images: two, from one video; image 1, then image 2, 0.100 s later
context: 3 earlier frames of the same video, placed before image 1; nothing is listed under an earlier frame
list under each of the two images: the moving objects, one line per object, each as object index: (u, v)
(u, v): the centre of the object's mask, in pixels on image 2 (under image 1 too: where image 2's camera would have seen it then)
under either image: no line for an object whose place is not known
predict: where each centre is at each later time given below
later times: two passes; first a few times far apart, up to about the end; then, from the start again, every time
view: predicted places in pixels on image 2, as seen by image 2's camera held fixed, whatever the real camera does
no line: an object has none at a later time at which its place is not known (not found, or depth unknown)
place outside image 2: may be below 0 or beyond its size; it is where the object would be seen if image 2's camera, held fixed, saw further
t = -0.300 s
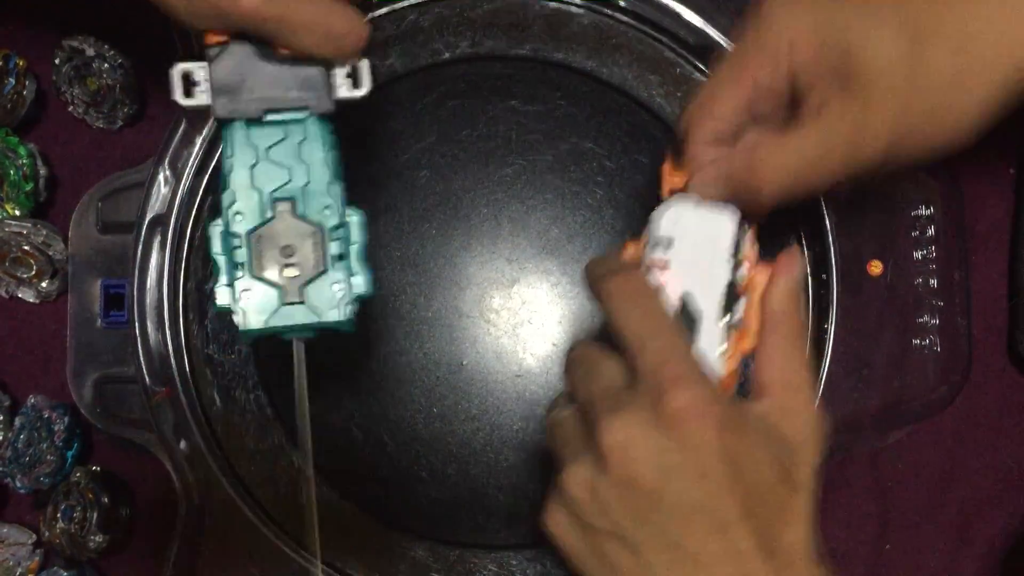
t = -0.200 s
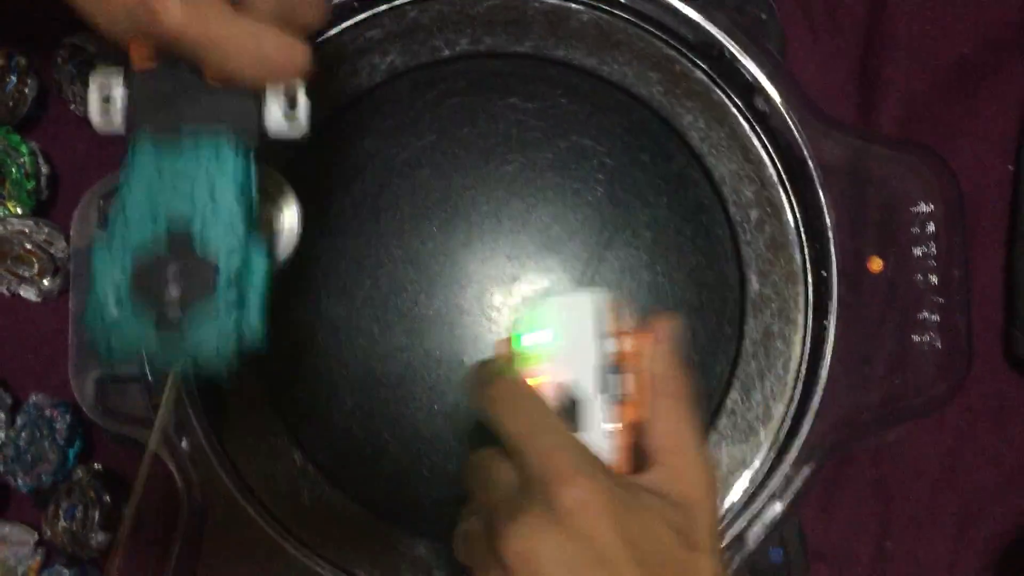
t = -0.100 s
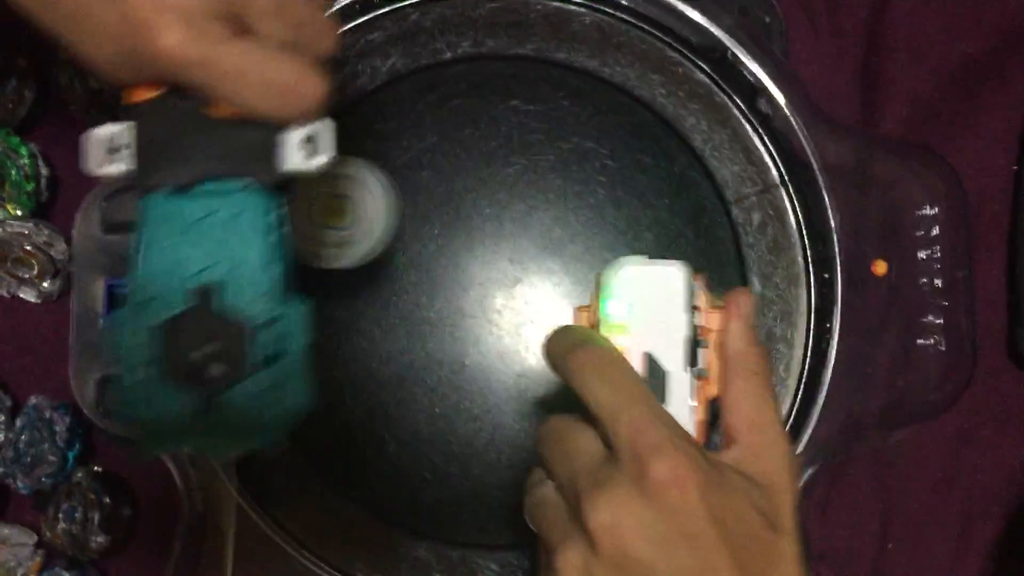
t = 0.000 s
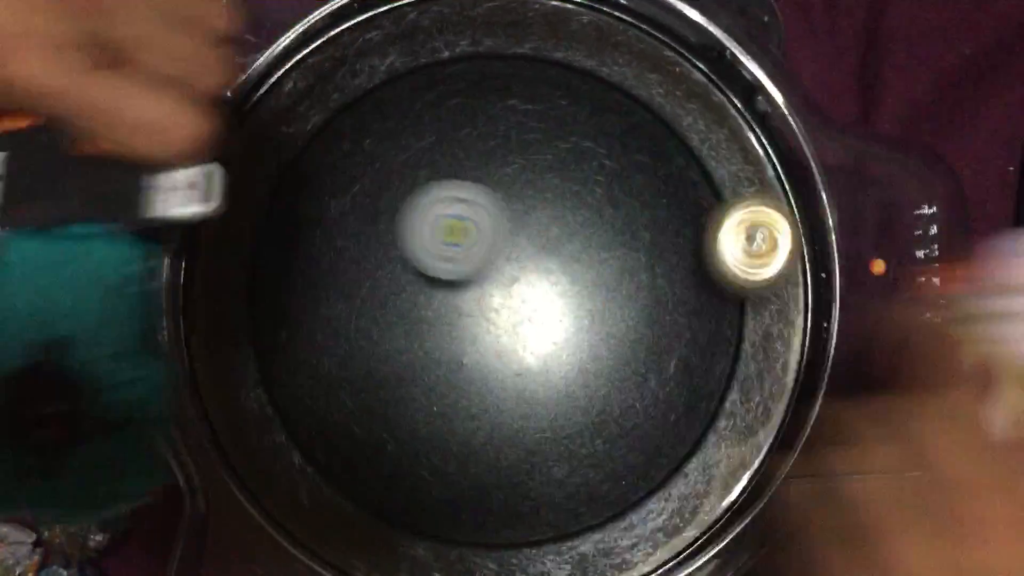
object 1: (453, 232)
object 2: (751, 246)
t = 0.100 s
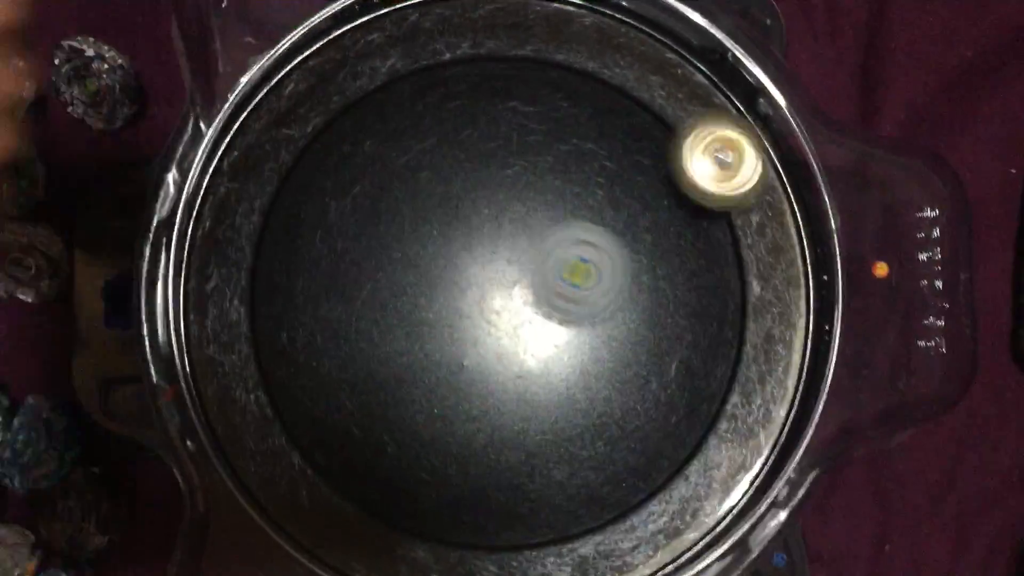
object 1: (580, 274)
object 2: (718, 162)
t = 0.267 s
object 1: (713, 315)
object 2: (495, 189)
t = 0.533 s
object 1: (672, 276)
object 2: (506, 523)
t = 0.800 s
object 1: (494, 241)
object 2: (658, 285)
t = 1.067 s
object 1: (305, 389)
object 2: (399, 325)
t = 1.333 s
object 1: (455, 490)
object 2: (586, 442)
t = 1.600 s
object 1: (662, 383)
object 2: (470, 168)
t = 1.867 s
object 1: (589, 318)
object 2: (284, 362)
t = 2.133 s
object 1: (499, 316)
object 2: (588, 415)
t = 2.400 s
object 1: (434, 345)
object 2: (575, 105)
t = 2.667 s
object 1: (430, 376)
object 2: (316, 189)
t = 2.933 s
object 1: (526, 372)
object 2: (437, 449)
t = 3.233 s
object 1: (530, 204)
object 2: (679, 288)
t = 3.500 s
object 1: (348, 165)
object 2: (476, 151)
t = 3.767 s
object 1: (311, 410)
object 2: (439, 381)
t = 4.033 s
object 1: (596, 406)
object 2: (691, 357)
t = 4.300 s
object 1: (496, 174)
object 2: (720, 147)
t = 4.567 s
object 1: (318, 216)
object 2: (478, 231)
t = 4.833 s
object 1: (357, 327)
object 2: (386, 468)
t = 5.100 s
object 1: (429, 308)
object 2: (471, 490)
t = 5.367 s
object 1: (562, 125)
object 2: (405, 415)
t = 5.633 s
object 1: (546, 164)
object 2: (401, 431)
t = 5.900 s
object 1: (640, 290)
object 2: (353, 313)
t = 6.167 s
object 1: (658, 279)
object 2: (280, 311)
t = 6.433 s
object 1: (467, 406)
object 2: (390, 190)
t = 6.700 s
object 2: (385, 52)
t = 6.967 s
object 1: (477, 505)
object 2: (425, 154)
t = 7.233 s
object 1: (440, 246)
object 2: (596, 350)
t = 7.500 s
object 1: (377, 156)
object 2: (618, 315)
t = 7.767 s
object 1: (390, 395)
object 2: (558, 302)
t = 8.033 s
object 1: (490, 487)
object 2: (548, 340)
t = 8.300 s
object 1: (491, 355)
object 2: (554, 295)
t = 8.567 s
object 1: (471, 251)
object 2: (544, 301)
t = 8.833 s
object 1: (532, 206)
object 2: (545, 297)
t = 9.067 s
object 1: (594, 229)
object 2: (541, 304)
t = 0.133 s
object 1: (613, 281)
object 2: (683, 149)
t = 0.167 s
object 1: (646, 293)
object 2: (642, 144)
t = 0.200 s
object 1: (672, 301)
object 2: (595, 145)
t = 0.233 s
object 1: (695, 310)
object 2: (542, 160)
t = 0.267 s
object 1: (713, 315)
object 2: (495, 189)
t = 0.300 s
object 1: (726, 318)
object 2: (458, 223)
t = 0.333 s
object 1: (733, 318)
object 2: (430, 267)
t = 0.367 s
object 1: (734, 316)
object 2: (415, 315)
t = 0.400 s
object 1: (730, 311)
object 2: (414, 361)
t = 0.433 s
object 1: (721, 304)
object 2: (422, 408)
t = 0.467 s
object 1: (707, 295)
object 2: (441, 455)
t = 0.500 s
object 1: (691, 286)
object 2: (469, 493)
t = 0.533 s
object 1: (672, 276)
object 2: (506, 523)
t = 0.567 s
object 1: (648, 265)
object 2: (548, 530)
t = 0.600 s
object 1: (626, 256)
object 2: (593, 510)
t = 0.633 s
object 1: (601, 247)
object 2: (636, 489)
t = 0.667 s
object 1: (577, 240)
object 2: (670, 452)
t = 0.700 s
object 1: (554, 237)
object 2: (693, 411)
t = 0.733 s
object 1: (531, 235)
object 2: (698, 368)
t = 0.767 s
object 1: (512, 236)
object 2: (687, 325)
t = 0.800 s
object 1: (494, 241)
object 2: (658, 285)
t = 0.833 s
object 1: (479, 249)
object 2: (618, 255)
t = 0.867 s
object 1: (467, 260)
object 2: (569, 236)
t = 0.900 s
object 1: (439, 273)
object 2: (533, 232)
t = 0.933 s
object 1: (410, 289)
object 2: (497, 236)
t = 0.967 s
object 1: (380, 308)
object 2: (460, 251)
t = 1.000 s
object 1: (354, 331)
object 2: (432, 273)
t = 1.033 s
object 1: (326, 360)
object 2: (413, 295)
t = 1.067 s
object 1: (305, 389)
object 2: (399, 325)
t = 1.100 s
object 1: (290, 418)
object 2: (392, 362)
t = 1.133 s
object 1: (285, 447)
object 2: (395, 399)
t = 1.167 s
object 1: (297, 468)
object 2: (410, 432)
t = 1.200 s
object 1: (316, 482)
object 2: (436, 460)
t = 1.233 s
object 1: (346, 489)
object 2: (474, 477)
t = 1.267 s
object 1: (379, 493)
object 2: (512, 480)
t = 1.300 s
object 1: (415, 493)
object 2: (550, 469)
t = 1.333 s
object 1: (455, 490)
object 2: (586, 442)
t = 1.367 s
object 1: (494, 484)
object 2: (610, 406)
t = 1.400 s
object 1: (532, 476)
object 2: (623, 362)
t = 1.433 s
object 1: (572, 464)
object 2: (623, 316)
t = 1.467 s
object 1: (603, 451)
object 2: (609, 272)
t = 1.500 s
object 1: (631, 434)
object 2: (583, 233)
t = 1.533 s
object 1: (649, 416)
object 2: (550, 201)
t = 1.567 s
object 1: (658, 399)
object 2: (510, 180)
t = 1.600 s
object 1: (662, 383)
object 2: (470, 168)
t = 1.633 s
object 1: (660, 368)
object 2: (426, 166)
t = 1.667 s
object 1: (655, 357)
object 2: (385, 174)
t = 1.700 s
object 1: (646, 346)
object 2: (349, 190)
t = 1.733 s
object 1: (636, 337)
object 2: (319, 215)
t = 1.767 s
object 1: (625, 331)
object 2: (293, 247)
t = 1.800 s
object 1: (612, 325)
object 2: (280, 283)
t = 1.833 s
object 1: (601, 321)
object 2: (276, 323)
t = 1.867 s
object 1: (589, 318)
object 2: (284, 362)
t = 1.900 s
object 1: (578, 316)
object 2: (302, 400)
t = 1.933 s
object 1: (567, 315)
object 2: (332, 433)
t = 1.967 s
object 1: (557, 313)
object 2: (370, 457)
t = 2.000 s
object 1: (546, 313)
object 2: (413, 471)
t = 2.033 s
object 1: (533, 314)
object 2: (461, 474)
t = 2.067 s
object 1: (522, 314)
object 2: (508, 465)
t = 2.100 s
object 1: (510, 314)
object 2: (550, 446)
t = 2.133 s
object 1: (499, 316)
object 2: (588, 415)
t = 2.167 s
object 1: (488, 318)
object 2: (616, 380)
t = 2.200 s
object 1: (477, 320)
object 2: (638, 339)
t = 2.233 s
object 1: (468, 322)
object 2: (650, 295)
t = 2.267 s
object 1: (458, 326)
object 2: (650, 249)
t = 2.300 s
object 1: (451, 330)
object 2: (644, 209)
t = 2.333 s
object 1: (444, 335)
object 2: (628, 168)
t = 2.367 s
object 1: (439, 340)
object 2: (604, 134)
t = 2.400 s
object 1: (434, 345)
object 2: (575, 105)
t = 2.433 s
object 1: (431, 350)
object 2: (541, 84)
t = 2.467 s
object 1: (427, 355)
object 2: (503, 72)
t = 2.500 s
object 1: (426, 359)
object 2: (462, 69)
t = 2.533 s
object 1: (425, 363)
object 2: (424, 77)
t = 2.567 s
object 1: (425, 367)
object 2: (389, 93)
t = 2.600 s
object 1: (426, 370)
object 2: (359, 117)
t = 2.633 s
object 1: (427, 373)
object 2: (332, 152)
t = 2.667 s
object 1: (430, 376)
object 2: (316, 189)
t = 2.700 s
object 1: (433, 377)
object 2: (309, 229)
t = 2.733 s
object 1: (436, 376)
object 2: (310, 271)
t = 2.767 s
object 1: (439, 375)
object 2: (323, 313)
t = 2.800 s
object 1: (444, 373)
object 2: (339, 350)
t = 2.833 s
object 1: (468, 378)
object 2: (351, 378)
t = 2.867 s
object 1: (489, 379)
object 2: (372, 404)
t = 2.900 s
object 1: (510, 377)
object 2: (403, 430)
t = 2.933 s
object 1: (526, 372)
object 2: (437, 449)
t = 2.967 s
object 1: (535, 367)
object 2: (477, 459)
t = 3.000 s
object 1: (541, 359)
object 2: (516, 459)
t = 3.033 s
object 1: (547, 342)
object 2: (555, 455)
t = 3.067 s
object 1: (548, 323)
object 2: (587, 445)
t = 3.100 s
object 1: (551, 298)
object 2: (621, 424)
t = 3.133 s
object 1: (550, 273)
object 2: (649, 396)
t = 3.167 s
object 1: (546, 247)
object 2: (668, 363)
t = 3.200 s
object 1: (540, 226)
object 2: (677, 325)
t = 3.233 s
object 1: (530, 204)
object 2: (679, 288)
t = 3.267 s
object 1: (518, 186)
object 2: (669, 249)
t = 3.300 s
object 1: (502, 169)
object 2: (652, 215)
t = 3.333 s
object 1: (482, 157)
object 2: (627, 186)
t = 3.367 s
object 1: (465, 149)
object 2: (595, 161)
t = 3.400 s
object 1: (445, 147)
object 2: (558, 146)
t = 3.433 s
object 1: (420, 149)
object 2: (525, 140)
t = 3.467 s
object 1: (382, 153)
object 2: (503, 142)
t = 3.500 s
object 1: (348, 165)
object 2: (476, 151)
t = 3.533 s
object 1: (317, 183)
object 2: (449, 168)
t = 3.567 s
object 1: (292, 207)
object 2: (425, 191)
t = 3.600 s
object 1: (274, 236)
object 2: (409, 218)
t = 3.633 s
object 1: (264, 271)
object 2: (398, 252)
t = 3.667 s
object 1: (262, 306)
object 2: (397, 286)
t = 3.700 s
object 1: (270, 345)
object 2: (404, 320)
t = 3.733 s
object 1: (286, 379)
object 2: (418, 353)
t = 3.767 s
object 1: (311, 410)
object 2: (439, 381)
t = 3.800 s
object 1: (343, 436)
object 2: (463, 403)
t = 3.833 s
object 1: (385, 454)
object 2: (492, 421)
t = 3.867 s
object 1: (425, 464)
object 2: (526, 432)
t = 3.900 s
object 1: (460, 468)
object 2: (565, 435)
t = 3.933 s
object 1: (495, 465)
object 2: (607, 426)
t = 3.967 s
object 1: (530, 453)
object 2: (639, 409)
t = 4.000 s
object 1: (564, 434)
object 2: (668, 386)
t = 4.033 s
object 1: (596, 406)
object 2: (691, 357)
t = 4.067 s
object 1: (612, 377)
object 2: (713, 322)
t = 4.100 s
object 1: (601, 348)
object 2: (745, 282)
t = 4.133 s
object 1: (585, 313)
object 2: (746, 253)
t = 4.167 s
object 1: (571, 280)
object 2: (746, 224)
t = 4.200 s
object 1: (554, 246)
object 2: (753, 195)
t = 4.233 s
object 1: (539, 219)
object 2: (759, 167)
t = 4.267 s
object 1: (518, 194)
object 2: (746, 155)
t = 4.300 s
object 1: (496, 174)
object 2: (720, 147)
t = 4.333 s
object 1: (470, 161)
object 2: (693, 143)
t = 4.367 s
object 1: (443, 153)
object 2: (665, 143)
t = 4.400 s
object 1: (415, 150)
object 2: (632, 146)
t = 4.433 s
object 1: (388, 154)
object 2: (598, 153)
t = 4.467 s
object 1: (365, 163)
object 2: (563, 167)
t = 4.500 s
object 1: (345, 177)
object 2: (534, 184)
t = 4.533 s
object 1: (329, 195)
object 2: (505, 205)
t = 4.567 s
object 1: (318, 216)
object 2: (478, 231)
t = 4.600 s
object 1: (313, 240)
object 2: (457, 256)
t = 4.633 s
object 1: (312, 263)
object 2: (439, 284)
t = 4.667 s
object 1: (316, 286)
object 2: (423, 315)
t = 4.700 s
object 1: (325, 307)
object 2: (412, 348)
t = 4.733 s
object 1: (333, 321)
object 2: (405, 380)
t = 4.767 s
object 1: (340, 327)
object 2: (396, 411)
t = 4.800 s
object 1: (348, 328)
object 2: (390, 440)
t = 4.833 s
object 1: (357, 327)
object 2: (386, 468)
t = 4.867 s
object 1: (366, 327)
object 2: (385, 495)
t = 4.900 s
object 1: (376, 325)
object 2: (393, 510)
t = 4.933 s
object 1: (385, 324)
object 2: (414, 506)
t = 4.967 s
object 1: (394, 321)
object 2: (431, 505)
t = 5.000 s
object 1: (403, 319)
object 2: (443, 503)
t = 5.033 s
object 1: (412, 315)
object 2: (453, 503)
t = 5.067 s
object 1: (420, 312)
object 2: (462, 500)
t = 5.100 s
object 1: (429, 308)
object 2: (471, 490)
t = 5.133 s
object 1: (437, 304)
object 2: (477, 474)
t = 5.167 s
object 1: (447, 299)
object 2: (479, 451)
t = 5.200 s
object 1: (457, 293)
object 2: (479, 424)
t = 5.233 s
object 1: (466, 287)
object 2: (474, 397)
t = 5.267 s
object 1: (487, 256)
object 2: (462, 383)
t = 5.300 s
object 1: (517, 209)
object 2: (439, 395)
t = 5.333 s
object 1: (542, 164)
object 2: (420, 405)
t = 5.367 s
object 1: (562, 125)
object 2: (405, 415)
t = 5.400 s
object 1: (577, 91)
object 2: (391, 425)
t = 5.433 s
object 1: (584, 70)
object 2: (381, 435)
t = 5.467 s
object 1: (581, 76)
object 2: (376, 444)
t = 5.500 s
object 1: (575, 88)
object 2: (375, 449)
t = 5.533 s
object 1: (569, 103)
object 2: (378, 451)
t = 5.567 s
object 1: (562, 121)
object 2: (384, 450)
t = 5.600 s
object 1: (554, 141)
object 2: (392, 443)
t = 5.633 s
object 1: (546, 164)
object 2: (401, 431)
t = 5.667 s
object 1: (539, 187)
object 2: (411, 415)
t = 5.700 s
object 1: (532, 210)
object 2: (420, 395)
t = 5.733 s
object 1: (527, 234)
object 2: (427, 373)
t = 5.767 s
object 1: (522, 259)
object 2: (433, 352)
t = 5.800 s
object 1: (520, 283)
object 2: (430, 331)
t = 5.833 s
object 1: (566, 288)
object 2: (399, 323)
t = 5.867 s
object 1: (608, 290)
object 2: (372, 316)
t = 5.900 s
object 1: (640, 290)
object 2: (353, 313)
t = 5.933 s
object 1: (673, 287)
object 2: (334, 309)
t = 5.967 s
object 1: (698, 284)
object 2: (316, 305)
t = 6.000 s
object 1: (722, 279)
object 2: (299, 302)
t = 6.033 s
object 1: (739, 275)
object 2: (285, 302)
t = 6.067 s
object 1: (726, 274)
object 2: (276, 303)
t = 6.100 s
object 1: (707, 274)
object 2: (272, 305)
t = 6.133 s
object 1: (684, 276)
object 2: (274, 308)
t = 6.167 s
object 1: (658, 279)
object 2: (280, 311)
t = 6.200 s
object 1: (630, 284)
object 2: (292, 312)
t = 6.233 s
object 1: (602, 288)
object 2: (308, 310)
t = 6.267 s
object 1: (568, 295)
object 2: (328, 307)
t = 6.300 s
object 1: (537, 301)
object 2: (348, 301)
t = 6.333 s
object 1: (501, 308)
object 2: (368, 296)
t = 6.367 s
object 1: (474, 318)
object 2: (387, 288)
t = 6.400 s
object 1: (465, 353)
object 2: (394, 241)
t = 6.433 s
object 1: (467, 406)
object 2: (390, 190)
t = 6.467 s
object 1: (469, 454)
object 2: (390, 140)
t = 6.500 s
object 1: (469, 497)
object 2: (391, 96)
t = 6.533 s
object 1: (471, 529)
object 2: (392, 72)
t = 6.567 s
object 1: (473, 546)
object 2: (393, 61)
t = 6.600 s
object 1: (477, 553)
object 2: (391, 54)
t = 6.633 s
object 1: (481, 559)
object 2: (390, 53)
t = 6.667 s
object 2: (386, 53)
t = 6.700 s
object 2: (385, 52)
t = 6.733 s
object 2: (384, 50)
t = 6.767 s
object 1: (492, 562)
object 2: (387, 50)
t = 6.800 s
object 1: (492, 559)
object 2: (394, 54)
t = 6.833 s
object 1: (491, 554)
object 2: (397, 63)
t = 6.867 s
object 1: (488, 548)
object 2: (397, 73)
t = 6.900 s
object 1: (485, 540)
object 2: (406, 95)
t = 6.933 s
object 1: (481, 528)
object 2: (412, 126)
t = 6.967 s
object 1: (477, 505)
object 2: (425, 154)
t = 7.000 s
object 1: (473, 477)
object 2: (442, 182)
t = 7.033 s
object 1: (467, 447)
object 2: (463, 213)
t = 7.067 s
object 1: (463, 416)
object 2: (487, 245)
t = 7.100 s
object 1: (458, 383)
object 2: (511, 277)
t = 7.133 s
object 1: (454, 348)
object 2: (536, 305)
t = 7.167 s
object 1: (450, 313)
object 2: (562, 326)
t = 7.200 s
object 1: (445, 277)
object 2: (583, 342)
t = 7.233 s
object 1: (440, 246)
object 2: (596, 350)
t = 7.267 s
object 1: (434, 217)
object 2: (605, 350)
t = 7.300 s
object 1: (425, 190)
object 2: (610, 346)
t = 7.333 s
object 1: (417, 170)
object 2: (612, 342)
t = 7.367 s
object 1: (408, 154)
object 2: (614, 337)
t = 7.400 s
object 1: (400, 146)
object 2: (616, 332)
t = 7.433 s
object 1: (392, 143)
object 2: (619, 327)
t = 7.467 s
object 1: (384, 147)
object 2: (619, 321)
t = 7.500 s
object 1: (377, 156)
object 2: (618, 315)
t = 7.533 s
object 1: (372, 173)
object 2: (615, 312)
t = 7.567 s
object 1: (367, 194)
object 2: (611, 306)
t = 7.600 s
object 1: (363, 222)
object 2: (606, 301)
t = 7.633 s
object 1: (362, 255)
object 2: (599, 296)
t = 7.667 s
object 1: (365, 292)
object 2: (589, 292)
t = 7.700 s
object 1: (372, 328)
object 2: (579, 293)
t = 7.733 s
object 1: (381, 362)
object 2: (568, 296)
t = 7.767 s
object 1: (390, 395)
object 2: (558, 302)
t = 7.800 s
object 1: (405, 428)
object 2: (550, 311)
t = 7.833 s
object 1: (421, 454)
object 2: (547, 318)
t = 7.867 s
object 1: (434, 471)
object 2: (547, 327)
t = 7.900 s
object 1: (447, 486)
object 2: (547, 336)
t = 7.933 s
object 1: (461, 494)
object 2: (550, 341)
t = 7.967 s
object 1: (473, 496)
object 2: (552, 343)
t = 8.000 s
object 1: (481, 493)
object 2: (551, 343)
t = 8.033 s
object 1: (490, 487)
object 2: (548, 340)
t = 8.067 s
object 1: (495, 476)
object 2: (545, 335)
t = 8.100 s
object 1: (500, 463)
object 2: (545, 329)
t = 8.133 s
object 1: (504, 446)
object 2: (545, 324)
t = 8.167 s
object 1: (503, 429)
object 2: (545, 320)
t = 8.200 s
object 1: (502, 409)
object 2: (546, 315)
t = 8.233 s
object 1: (501, 389)
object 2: (547, 310)
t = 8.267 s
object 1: (498, 372)
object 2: (551, 302)
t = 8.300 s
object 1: (491, 355)
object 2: (554, 295)
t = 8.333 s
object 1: (483, 340)
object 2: (558, 293)
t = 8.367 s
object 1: (478, 324)
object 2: (559, 293)
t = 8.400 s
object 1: (474, 311)
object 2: (559, 293)
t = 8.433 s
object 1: (470, 300)
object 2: (558, 293)
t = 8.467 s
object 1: (466, 286)
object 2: (555, 293)
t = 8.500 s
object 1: (465, 273)
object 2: (551, 296)
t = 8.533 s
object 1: (467, 262)
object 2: (546, 299)
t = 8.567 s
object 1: (471, 251)
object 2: (544, 301)
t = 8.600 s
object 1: (474, 241)
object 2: (544, 301)
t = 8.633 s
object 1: (481, 232)
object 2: (545, 298)
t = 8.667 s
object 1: (488, 224)
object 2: (547, 296)
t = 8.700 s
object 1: (495, 218)
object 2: (547, 296)
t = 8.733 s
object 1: (504, 211)
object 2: (546, 297)
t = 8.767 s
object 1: (512, 208)
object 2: (545, 297)
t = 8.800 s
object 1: (523, 206)
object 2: (545, 297)
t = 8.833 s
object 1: (532, 206)
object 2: (545, 297)
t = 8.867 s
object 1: (543, 208)
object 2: (545, 297)
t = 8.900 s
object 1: (551, 211)
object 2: (545, 297)
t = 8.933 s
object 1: (560, 212)
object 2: (545, 300)
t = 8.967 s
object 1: (570, 215)
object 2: (544, 301)
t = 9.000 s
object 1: (579, 216)
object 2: (542, 303)
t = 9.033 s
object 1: (588, 220)
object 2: (542, 304)
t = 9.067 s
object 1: (594, 229)
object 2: (541, 304)
